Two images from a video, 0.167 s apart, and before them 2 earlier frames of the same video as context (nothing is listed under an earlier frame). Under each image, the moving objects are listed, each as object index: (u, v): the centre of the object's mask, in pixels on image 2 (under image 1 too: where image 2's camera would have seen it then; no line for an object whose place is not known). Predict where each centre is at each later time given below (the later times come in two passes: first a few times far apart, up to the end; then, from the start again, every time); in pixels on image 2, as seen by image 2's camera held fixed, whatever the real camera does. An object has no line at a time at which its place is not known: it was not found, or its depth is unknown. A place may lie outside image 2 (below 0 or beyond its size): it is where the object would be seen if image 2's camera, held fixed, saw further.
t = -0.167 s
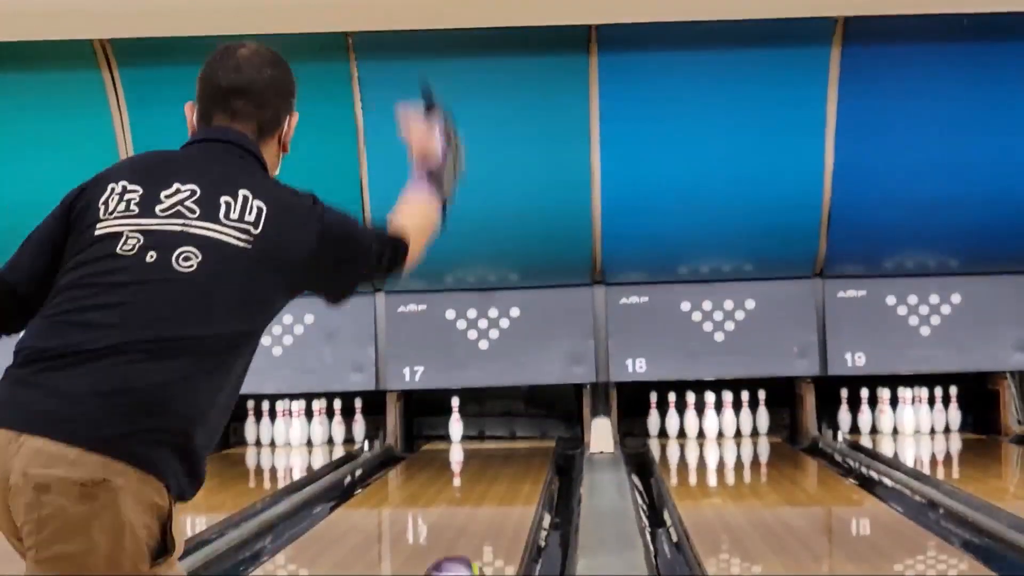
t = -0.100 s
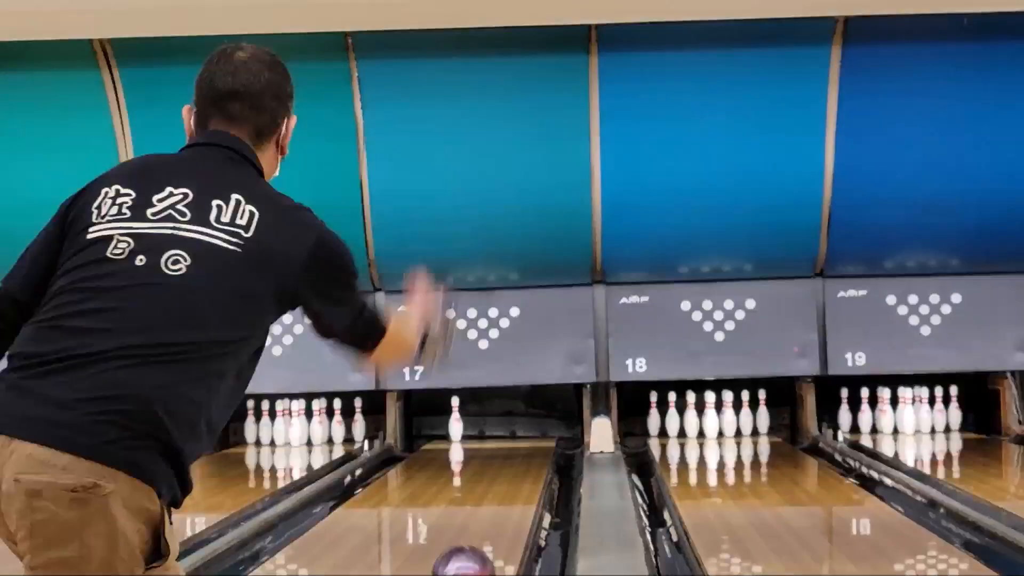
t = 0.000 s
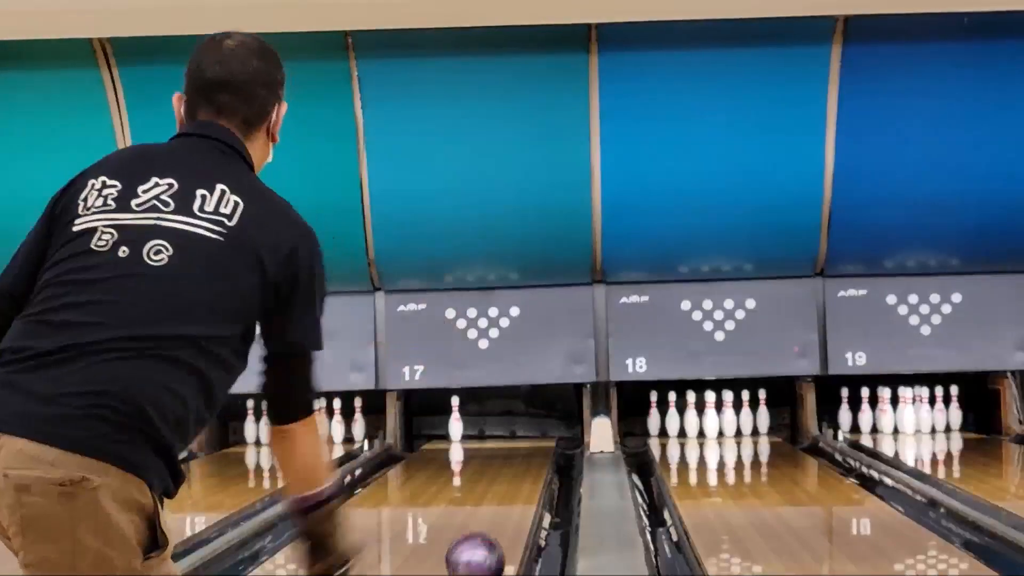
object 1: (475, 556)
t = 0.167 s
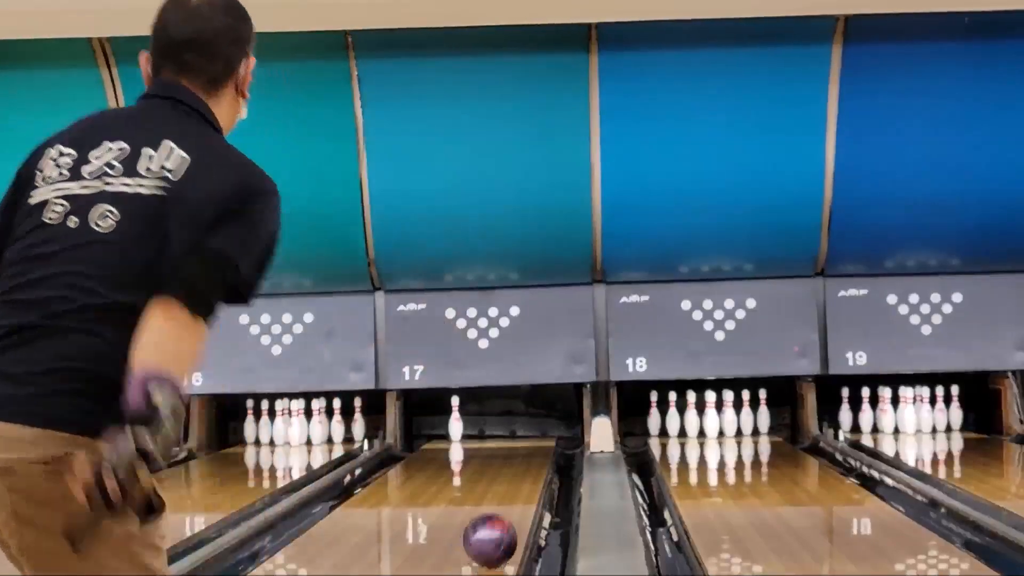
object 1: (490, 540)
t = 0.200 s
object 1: (492, 536)
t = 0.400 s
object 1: (504, 516)
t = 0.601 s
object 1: (510, 500)
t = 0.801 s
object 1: (513, 486)
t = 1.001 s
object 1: (513, 475)
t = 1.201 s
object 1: (513, 466)
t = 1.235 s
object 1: (511, 465)
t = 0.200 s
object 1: (492, 536)
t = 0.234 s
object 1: (495, 532)
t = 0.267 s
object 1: (497, 529)
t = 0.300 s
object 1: (499, 525)
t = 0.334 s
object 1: (501, 522)
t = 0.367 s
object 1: (502, 519)
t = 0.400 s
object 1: (504, 516)
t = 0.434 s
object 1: (506, 514)
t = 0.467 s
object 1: (507, 511)
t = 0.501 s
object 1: (508, 508)
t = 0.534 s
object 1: (509, 505)
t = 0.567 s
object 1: (509, 502)
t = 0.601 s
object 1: (510, 500)
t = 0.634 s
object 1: (511, 497)
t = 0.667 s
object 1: (512, 495)
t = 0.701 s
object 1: (512, 492)
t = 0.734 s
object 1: (512, 490)
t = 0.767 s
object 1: (513, 488)
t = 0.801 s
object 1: (513, 486)
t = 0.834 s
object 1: (513, 484)
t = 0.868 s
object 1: (513, 482)
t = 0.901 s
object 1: (513, 480)
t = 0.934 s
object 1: (513, 479)
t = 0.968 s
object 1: (513, 476)
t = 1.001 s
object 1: (513, 475)
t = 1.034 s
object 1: (513, 473)
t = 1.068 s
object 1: (513, 472)
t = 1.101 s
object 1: (512, 470)
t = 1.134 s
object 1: (512, 468)
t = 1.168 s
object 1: (512, 467)
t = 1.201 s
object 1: (513, 466)
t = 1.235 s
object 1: (511, 465)
